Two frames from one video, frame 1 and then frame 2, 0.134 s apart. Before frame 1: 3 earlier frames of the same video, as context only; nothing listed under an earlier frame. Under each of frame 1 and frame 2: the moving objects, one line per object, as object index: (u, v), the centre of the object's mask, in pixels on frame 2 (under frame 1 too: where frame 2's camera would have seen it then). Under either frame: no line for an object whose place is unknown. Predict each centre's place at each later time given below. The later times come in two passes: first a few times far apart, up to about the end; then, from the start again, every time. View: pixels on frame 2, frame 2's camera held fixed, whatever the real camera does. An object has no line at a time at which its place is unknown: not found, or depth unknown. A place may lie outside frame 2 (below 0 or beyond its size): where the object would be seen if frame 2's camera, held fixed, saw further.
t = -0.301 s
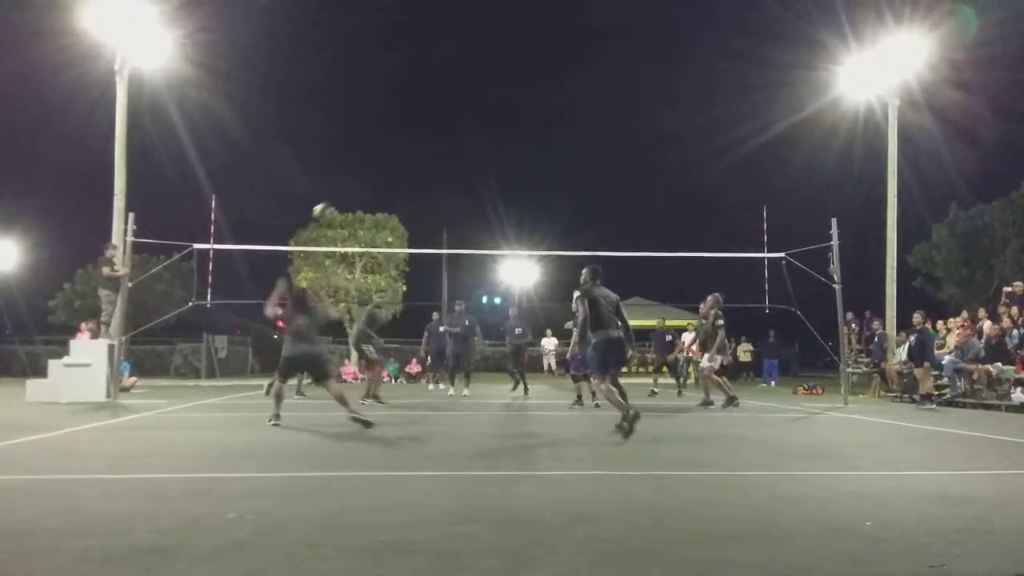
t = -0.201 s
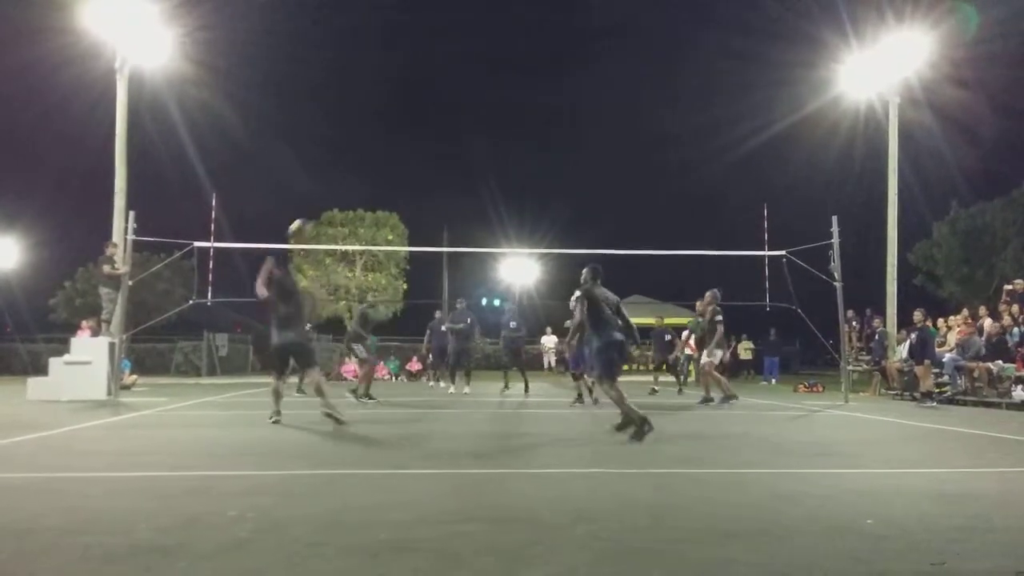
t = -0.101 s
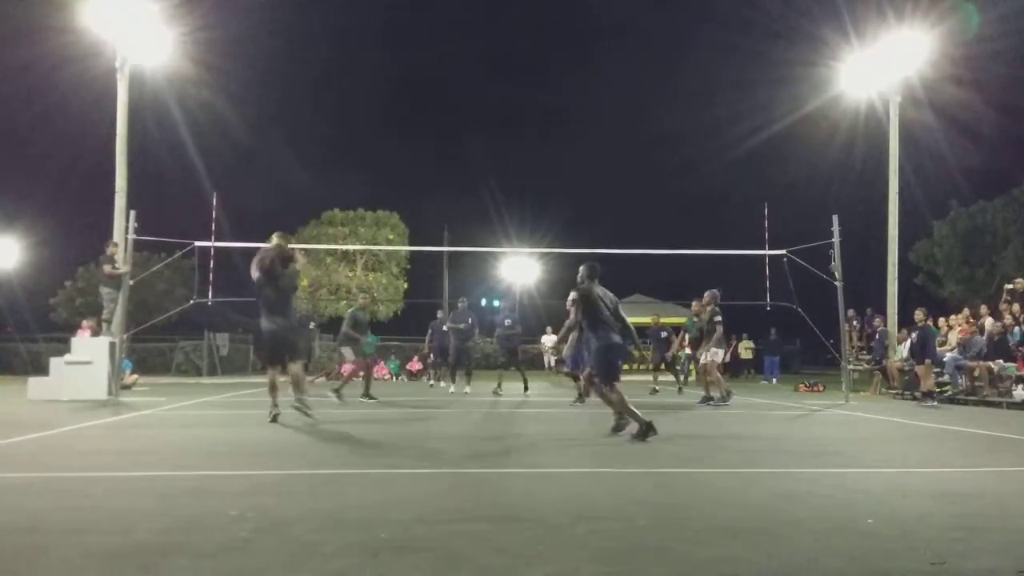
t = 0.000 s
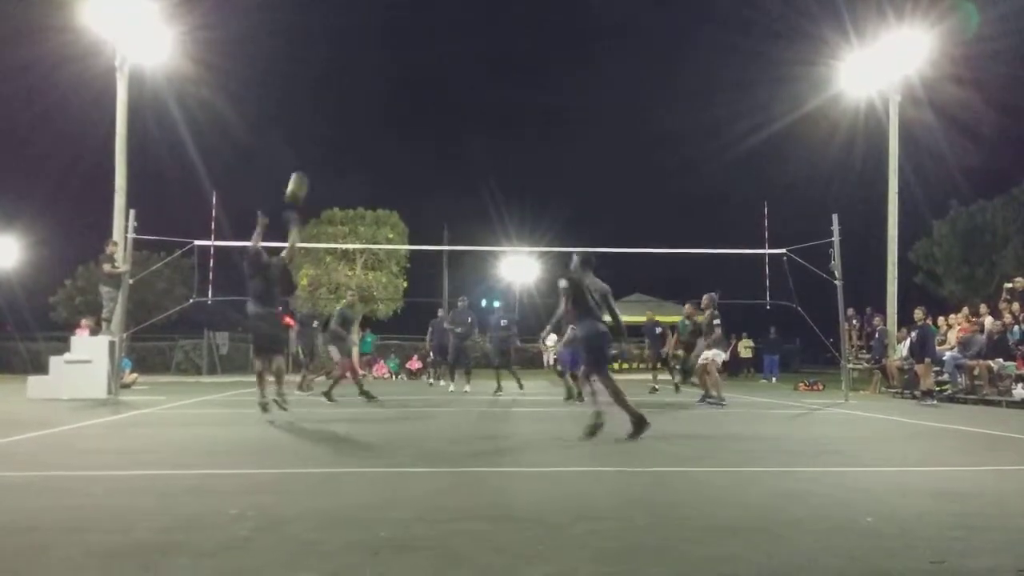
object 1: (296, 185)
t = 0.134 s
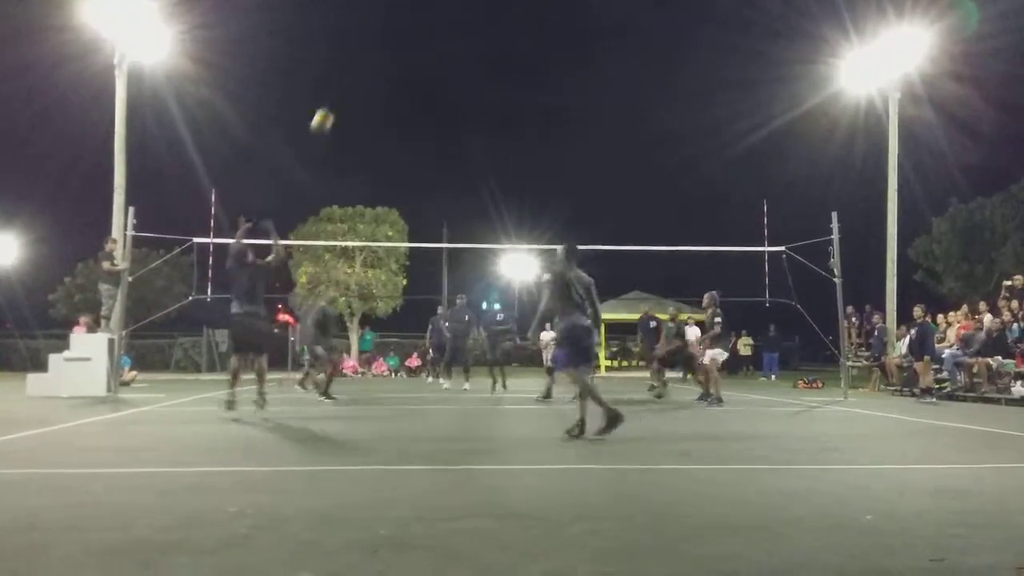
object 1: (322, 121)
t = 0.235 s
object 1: (341, 85)
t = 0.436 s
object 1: (376, 42)
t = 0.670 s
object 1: (413, 33)
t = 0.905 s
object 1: (447, 62)
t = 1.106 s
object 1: (473, 116)
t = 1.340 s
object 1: (500, 204)
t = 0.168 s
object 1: (329, 108)
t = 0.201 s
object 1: (335, 96)
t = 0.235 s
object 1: (341, 85)
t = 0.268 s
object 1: (347, 76)
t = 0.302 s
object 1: (353, 67)
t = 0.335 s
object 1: (359, 60)
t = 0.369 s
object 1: (365, 52)
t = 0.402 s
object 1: (370, 47)
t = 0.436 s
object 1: (376, 42)
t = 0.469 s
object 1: (381, 38)
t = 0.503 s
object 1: (387, 35)
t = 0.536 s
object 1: (392, 33)
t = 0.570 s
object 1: (398, 32)
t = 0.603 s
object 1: (403, 31)
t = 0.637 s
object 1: (408, 32)
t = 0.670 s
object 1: (413, 33)
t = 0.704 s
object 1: (418, 35)
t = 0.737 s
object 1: (422, 37)
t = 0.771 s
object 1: (427, 41)
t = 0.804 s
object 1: (433, 45)
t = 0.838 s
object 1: (437, 50)
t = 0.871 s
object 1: (442, 56)
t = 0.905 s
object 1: (447, 62)
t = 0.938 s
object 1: (451, 69)
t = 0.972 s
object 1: (456, 78)
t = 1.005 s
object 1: (461, 86)
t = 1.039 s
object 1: (465, 95)
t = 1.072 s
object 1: (469, 105)
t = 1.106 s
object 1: (473, 116)
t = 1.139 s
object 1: (477, 126)
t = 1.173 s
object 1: (481, 137)
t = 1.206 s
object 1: (484, 150)
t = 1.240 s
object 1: (489, 163)
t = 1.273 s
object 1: (492, 176)
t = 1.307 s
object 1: (496, 190)
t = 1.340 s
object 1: (500, 204)
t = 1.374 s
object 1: (503, 217)
